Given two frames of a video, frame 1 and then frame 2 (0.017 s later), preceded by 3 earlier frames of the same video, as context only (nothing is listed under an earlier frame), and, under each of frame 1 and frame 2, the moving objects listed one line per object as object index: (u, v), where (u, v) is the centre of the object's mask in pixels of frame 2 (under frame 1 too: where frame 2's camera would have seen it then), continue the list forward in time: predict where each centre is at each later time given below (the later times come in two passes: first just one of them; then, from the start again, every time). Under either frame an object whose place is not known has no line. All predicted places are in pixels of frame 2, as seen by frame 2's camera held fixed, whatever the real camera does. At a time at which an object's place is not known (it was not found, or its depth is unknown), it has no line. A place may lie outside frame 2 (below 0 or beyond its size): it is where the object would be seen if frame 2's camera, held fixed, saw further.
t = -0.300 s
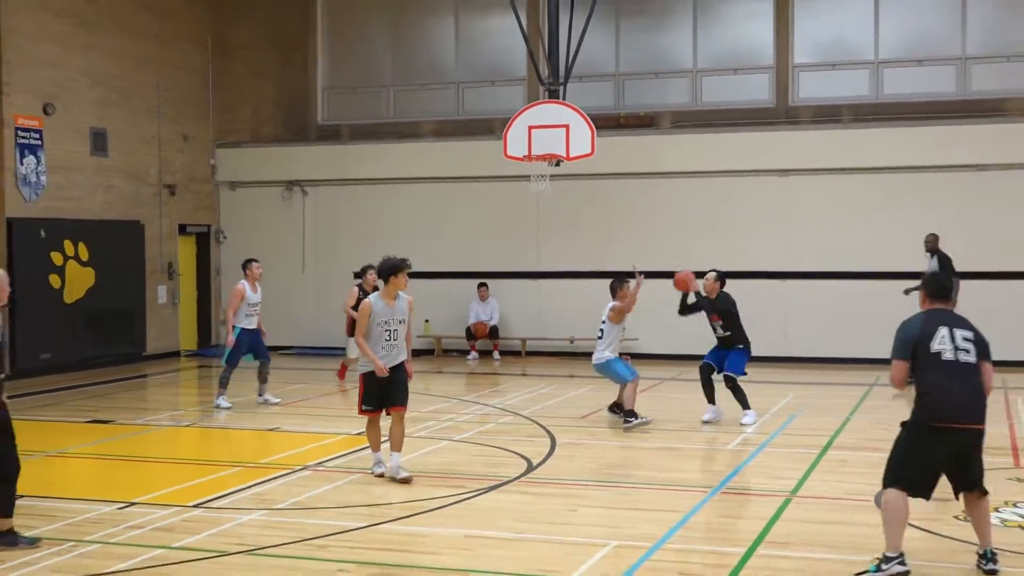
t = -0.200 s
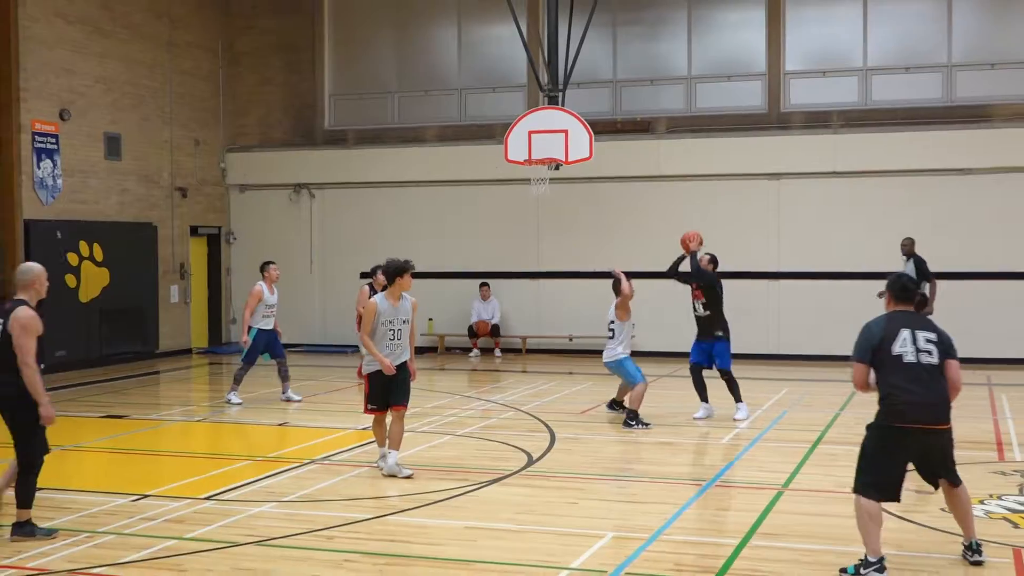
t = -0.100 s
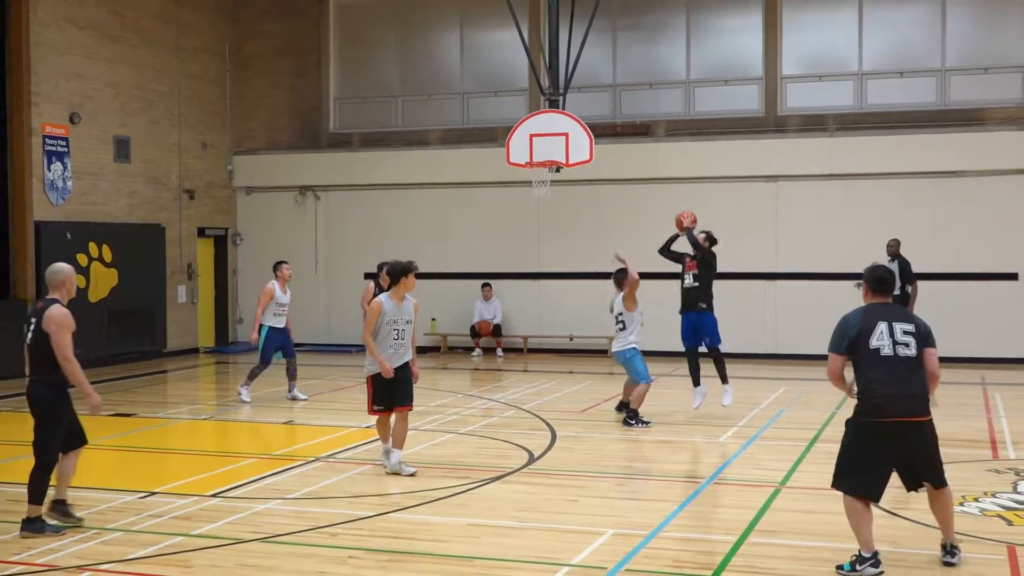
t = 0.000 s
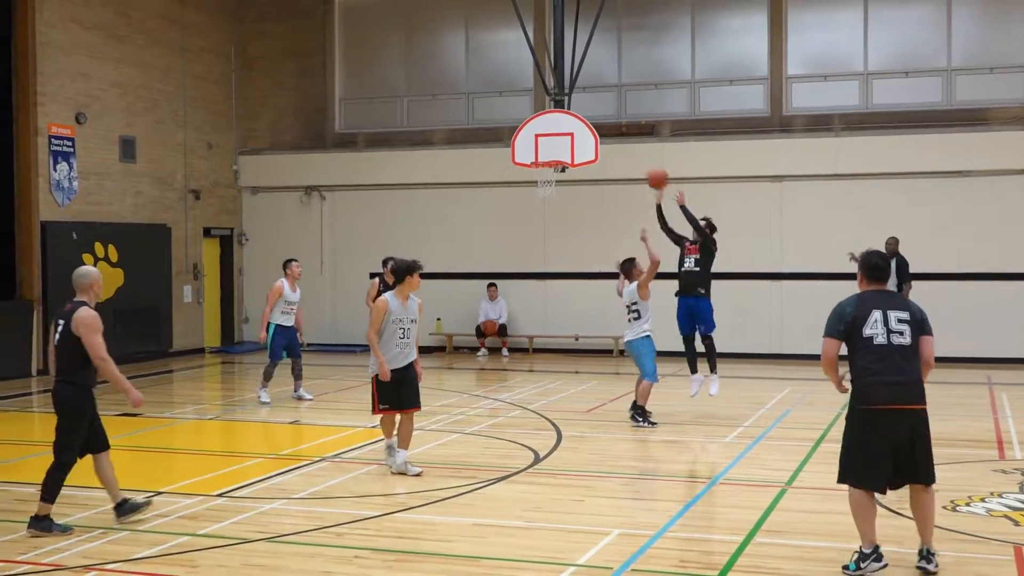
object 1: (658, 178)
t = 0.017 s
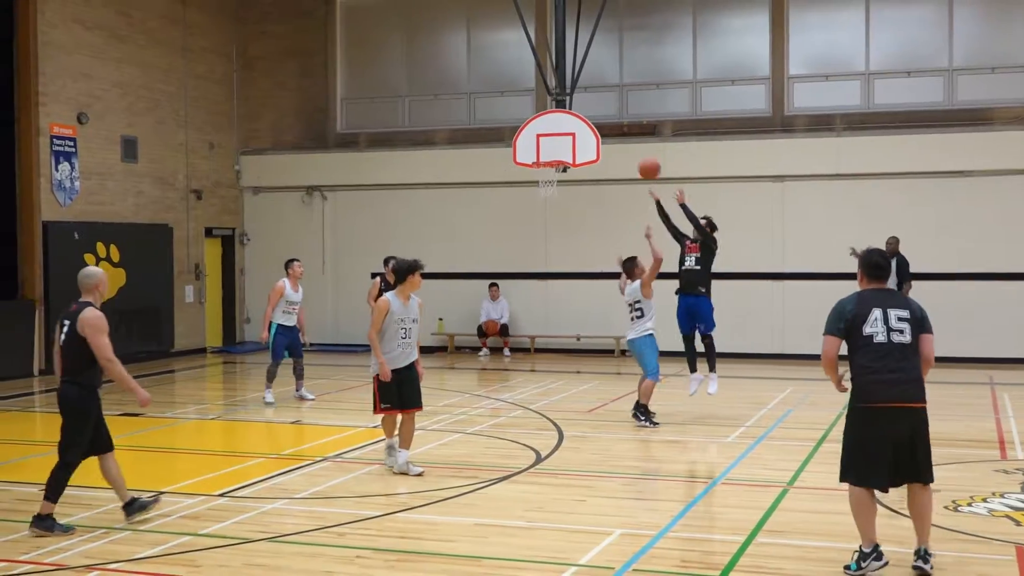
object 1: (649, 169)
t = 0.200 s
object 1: (552, 77)
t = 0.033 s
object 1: (640, 160)
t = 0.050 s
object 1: (631, 150)
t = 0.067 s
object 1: (622, 140)
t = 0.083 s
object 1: (614, 132)
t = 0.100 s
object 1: (605, 124)
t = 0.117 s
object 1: (596, 116)
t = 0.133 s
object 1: (587, 107)
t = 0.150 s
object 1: (578, 99)
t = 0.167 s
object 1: (569, 92)
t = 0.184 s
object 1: (561, 85)
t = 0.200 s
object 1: (552, 77)
